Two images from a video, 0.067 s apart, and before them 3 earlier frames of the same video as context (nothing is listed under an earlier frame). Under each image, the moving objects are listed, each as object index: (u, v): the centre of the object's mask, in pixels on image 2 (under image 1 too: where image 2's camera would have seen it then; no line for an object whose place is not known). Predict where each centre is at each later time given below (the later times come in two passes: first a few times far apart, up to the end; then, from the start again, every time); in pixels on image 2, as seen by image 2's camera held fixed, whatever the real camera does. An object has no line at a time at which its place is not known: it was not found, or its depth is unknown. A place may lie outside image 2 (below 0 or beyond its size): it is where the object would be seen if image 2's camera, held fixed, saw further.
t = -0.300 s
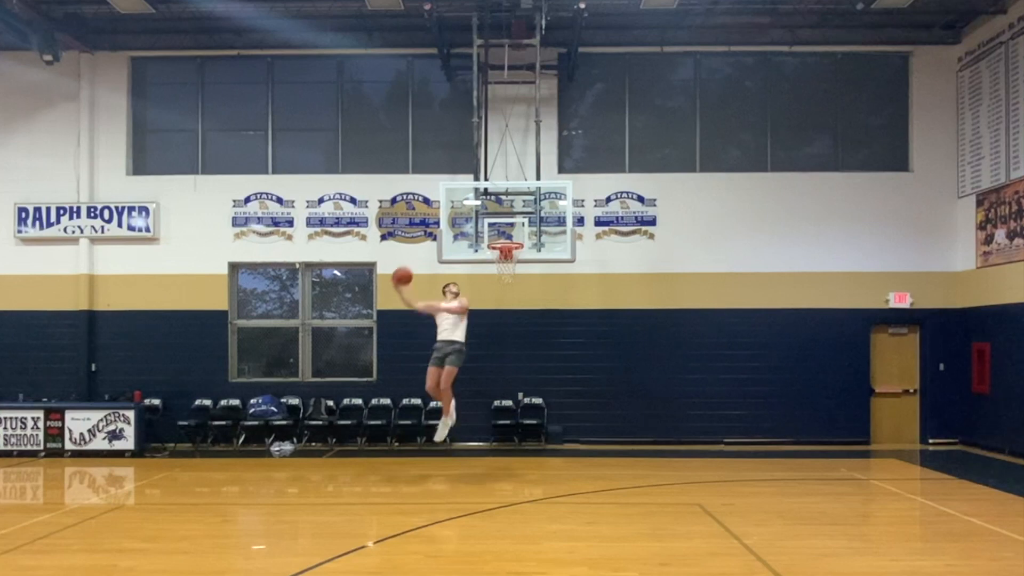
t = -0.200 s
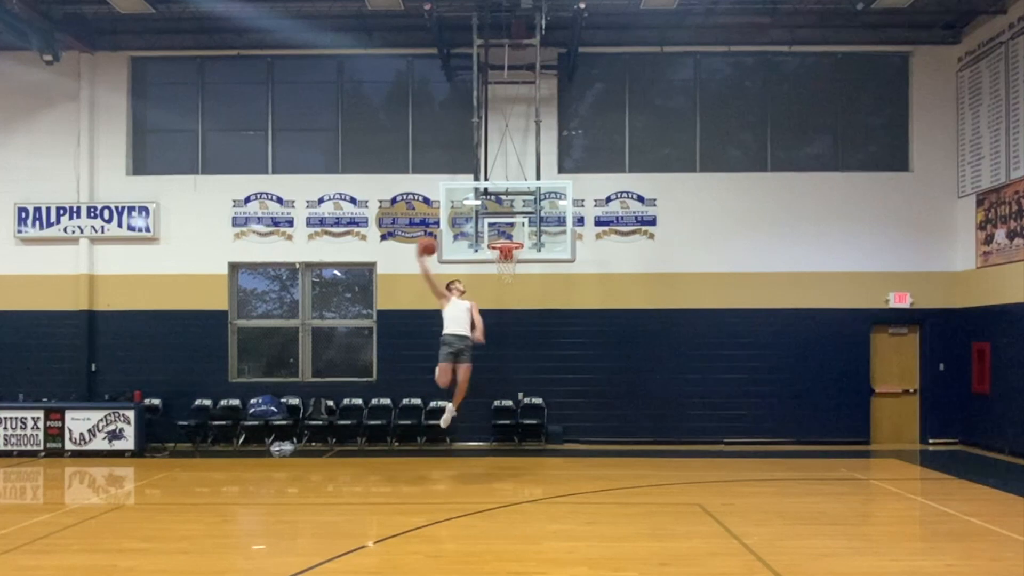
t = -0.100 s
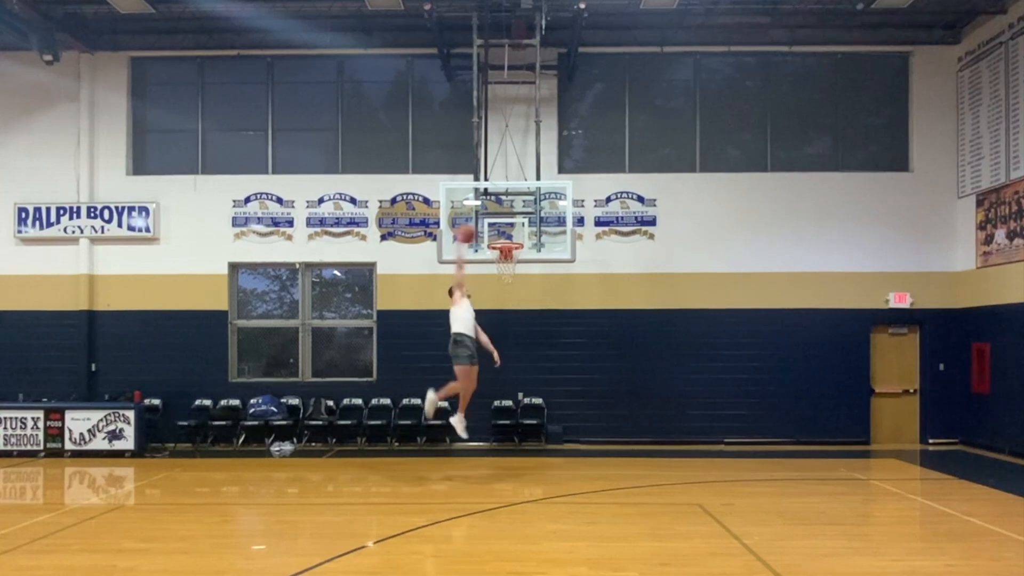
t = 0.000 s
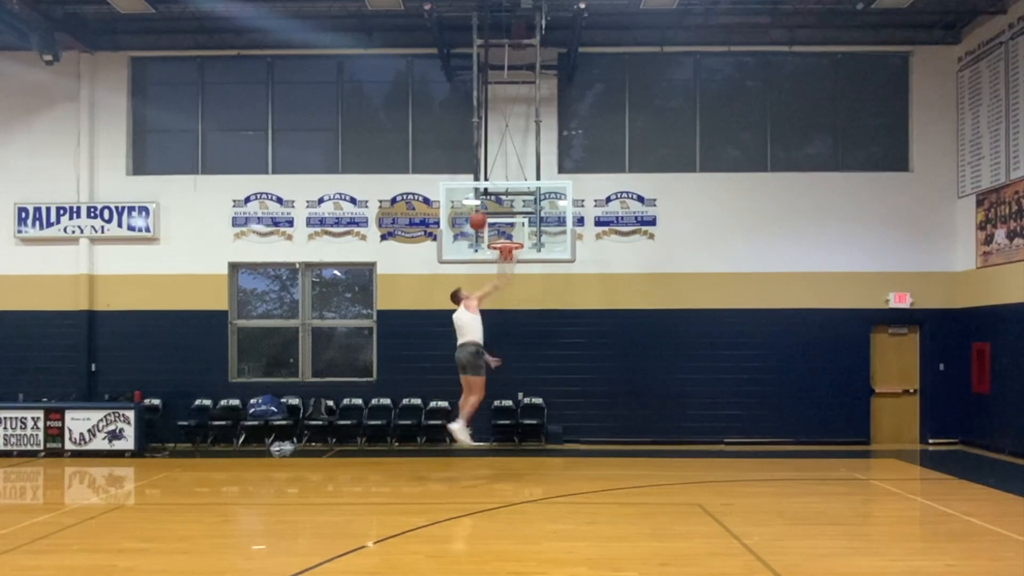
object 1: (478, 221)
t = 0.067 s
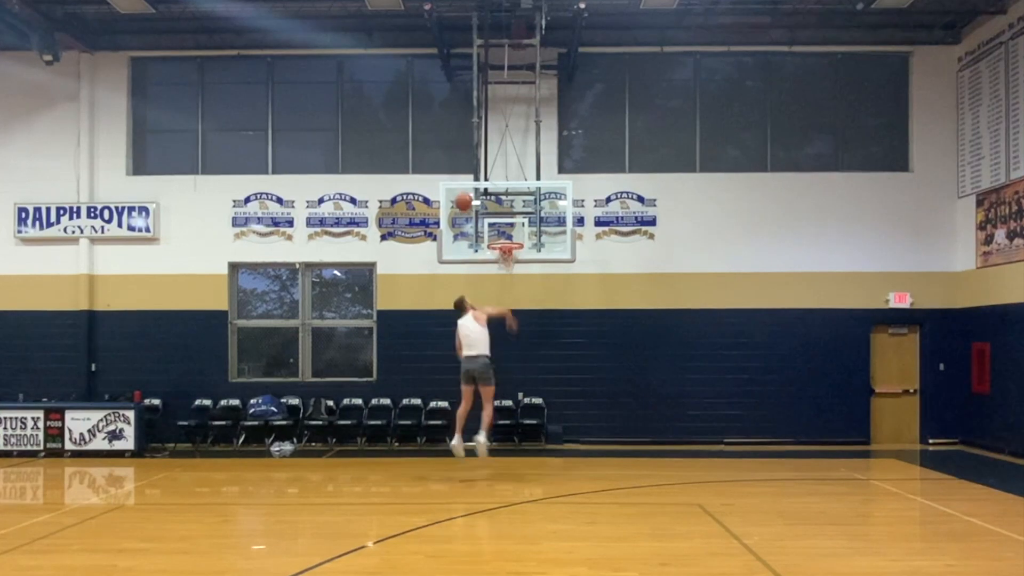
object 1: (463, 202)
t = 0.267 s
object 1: (419, 160)
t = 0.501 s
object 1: (360, 149)
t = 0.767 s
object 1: (284, 199)
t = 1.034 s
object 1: (195, 329)
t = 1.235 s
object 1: (120, 490)
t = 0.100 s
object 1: (456, 193)
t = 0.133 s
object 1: (449, 185)
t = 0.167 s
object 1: (441, 177)
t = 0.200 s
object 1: (434, 170)
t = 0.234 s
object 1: (427, 165)
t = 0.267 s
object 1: (419, 160)
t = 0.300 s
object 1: (410, 156)
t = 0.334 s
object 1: (402, 152)
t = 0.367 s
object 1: (394, 150)
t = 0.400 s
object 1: (386, 148)
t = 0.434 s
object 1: (378, 148)
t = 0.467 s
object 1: (369, 147)
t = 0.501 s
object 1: (360, 149)
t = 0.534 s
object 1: (351, 151)
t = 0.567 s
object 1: (343, 155)
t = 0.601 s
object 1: (333, 160)
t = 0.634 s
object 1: (324, 165)
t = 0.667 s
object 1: (314, 172)
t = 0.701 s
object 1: (305, 179)
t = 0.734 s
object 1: (294, 189)
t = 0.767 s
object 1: (284, 199)
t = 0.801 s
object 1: (275, 211)
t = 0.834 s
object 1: (263, 224)
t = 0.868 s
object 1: (252, 238)
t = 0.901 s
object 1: (242, 252)
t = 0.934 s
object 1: (230, 269)
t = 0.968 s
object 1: (218, 287)
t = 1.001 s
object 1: (206, 308)
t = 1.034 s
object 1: (195, 329)
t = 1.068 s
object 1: (183, 351)
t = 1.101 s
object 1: (170, 376)
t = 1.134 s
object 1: (159, 403)
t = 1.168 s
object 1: (147, 430)
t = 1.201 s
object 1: (135, 458)
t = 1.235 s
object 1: (120, 490)
